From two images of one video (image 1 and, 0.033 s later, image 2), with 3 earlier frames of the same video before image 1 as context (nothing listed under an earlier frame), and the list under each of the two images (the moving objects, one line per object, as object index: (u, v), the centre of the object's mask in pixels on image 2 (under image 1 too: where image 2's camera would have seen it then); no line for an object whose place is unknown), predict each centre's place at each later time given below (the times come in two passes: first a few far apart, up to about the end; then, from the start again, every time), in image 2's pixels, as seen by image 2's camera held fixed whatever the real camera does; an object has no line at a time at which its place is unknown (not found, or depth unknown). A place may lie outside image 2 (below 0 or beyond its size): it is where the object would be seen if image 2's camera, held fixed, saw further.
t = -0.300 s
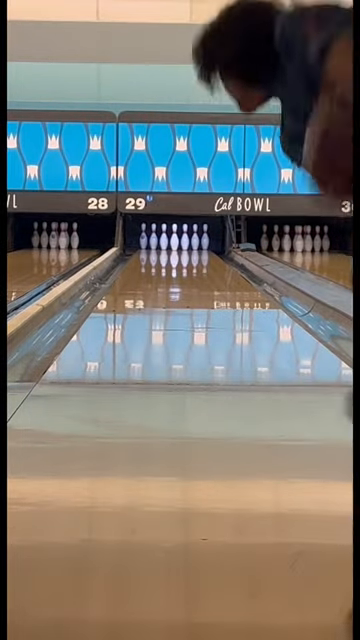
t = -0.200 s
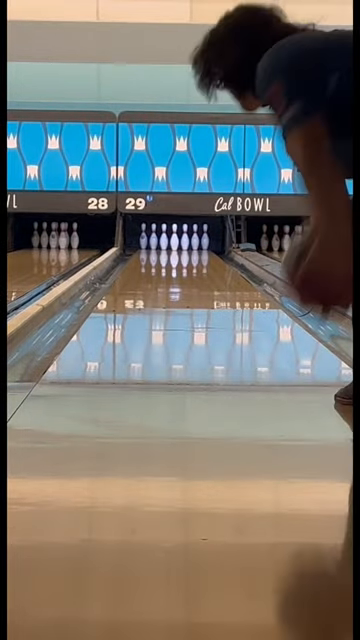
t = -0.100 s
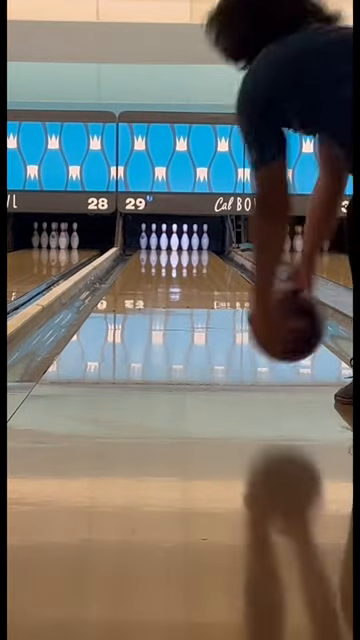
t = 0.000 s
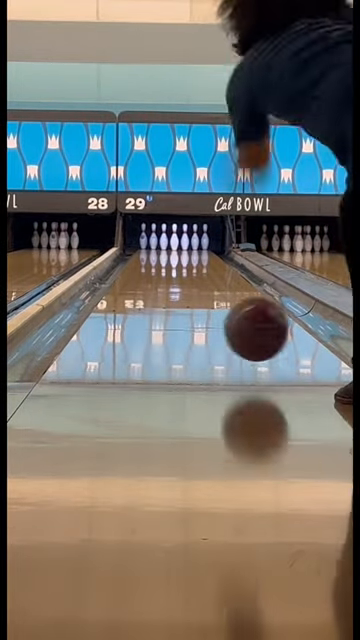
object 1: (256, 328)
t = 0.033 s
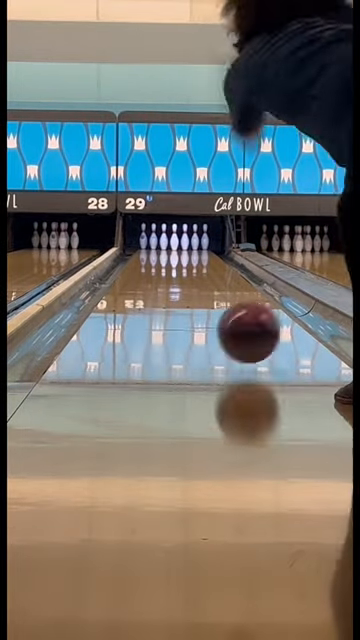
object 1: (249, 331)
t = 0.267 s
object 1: (207, 312)
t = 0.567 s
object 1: (178, 289)
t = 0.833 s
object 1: (164, 276)
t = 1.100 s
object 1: (155, 266)
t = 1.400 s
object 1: (149, 259)
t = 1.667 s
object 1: (146, 253)
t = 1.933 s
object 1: (147, 250)
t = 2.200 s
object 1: (152, 248)
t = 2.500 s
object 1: (165, 244)
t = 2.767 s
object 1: (175, 242)
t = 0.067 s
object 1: (241, 335)
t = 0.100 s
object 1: (234, 329)
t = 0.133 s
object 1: (228, 326)
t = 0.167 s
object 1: (222, 322)
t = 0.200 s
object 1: (216, 318)
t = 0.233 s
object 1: (212, 315)
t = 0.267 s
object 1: (207, 312)
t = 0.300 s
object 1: (204, 309)
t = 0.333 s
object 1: (199, 306)
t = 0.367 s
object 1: (196, 302)
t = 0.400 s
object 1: (192, 300)
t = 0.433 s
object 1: (189, 297)
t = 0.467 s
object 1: (186, 295)
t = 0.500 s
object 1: (184, 293)
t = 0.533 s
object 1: (181, 291)
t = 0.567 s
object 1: (178, 289)
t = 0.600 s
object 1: (177, 287)
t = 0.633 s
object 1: (174, 285)
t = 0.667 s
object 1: (173, 283)
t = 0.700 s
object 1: (170, 282)
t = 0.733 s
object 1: (169, 280)
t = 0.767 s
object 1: (167, 279)
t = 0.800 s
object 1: (165, 278)
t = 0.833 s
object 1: (164, 276)
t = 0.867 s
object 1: (163, 275)
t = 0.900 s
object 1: (162, 273)
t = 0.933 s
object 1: (160, 272)
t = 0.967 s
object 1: (159, 271)
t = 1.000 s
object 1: (157, 269)
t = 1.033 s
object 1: (156, 268)
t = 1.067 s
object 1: (155, 267)
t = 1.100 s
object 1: (155, 266)
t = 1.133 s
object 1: (154, 265)
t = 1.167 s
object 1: (152, 264)
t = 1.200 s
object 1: (152, 263)
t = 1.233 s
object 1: (152, 263)
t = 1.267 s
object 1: (150, 262)
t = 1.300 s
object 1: (150, 261)
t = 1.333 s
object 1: (150, 261)
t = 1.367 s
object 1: (149, 260)
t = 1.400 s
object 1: (149, 259)
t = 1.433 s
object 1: (148, 258)
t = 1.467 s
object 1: (148, 258)
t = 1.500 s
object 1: (148, 257)
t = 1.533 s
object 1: (147, 256)
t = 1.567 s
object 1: (147, 256)
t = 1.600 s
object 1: (146, 254)
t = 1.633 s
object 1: (149, 254)
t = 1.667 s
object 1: (146, 253)
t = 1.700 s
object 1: (146, 253)
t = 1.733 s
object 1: (146, 252)
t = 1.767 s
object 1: (145, 252)
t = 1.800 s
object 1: (146, 252)
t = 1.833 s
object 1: (145, 252)
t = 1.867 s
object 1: (146, 251)
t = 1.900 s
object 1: (146, 250)
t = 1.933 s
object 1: (147, 250)
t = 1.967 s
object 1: (147, 249)
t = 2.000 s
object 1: (148, 249)
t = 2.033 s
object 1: (148, 248)
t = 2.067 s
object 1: (149, 248)
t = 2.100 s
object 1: (149, 248)
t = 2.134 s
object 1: (151, 247)
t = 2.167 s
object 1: (152, 247)
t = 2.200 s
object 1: (152, 248)
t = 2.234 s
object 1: (153, 247)
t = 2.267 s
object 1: (154, 246)
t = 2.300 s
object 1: (156, 246)
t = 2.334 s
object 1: (157, 245)
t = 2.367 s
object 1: (158, 245)
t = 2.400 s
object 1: (160, 245)
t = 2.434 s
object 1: (162, 245)
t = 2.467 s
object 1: (163, 244)
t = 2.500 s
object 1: (165, 244)
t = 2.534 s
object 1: (166, 244)
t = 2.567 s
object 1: (168, 244)
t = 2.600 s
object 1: (169, 243)
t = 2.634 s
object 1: (170, 243)
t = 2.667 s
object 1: (171, 243)
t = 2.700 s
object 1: (172, 243)
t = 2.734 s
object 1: (173, 242)
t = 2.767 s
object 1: (175, 242)
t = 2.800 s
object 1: (176, 242)
